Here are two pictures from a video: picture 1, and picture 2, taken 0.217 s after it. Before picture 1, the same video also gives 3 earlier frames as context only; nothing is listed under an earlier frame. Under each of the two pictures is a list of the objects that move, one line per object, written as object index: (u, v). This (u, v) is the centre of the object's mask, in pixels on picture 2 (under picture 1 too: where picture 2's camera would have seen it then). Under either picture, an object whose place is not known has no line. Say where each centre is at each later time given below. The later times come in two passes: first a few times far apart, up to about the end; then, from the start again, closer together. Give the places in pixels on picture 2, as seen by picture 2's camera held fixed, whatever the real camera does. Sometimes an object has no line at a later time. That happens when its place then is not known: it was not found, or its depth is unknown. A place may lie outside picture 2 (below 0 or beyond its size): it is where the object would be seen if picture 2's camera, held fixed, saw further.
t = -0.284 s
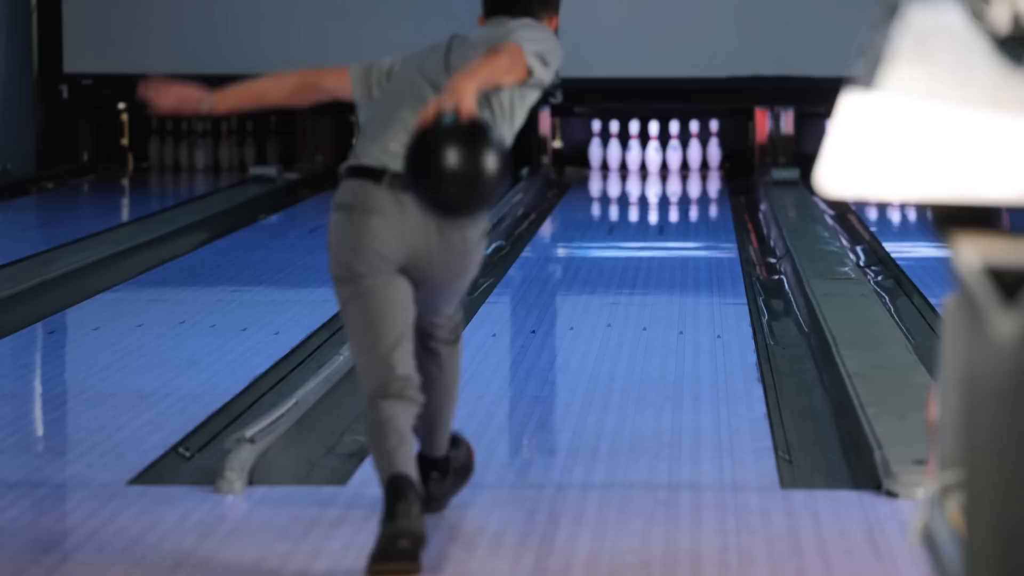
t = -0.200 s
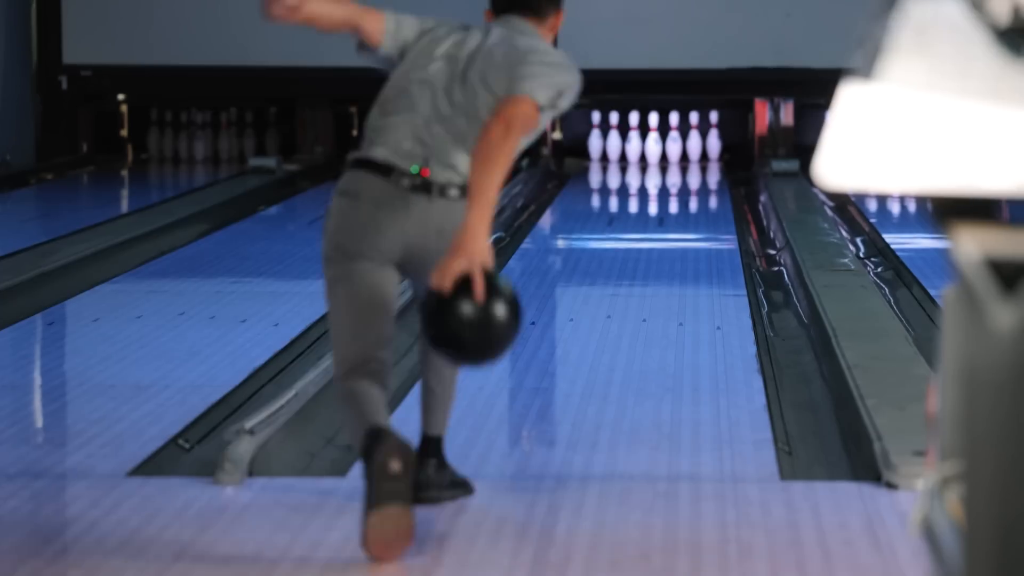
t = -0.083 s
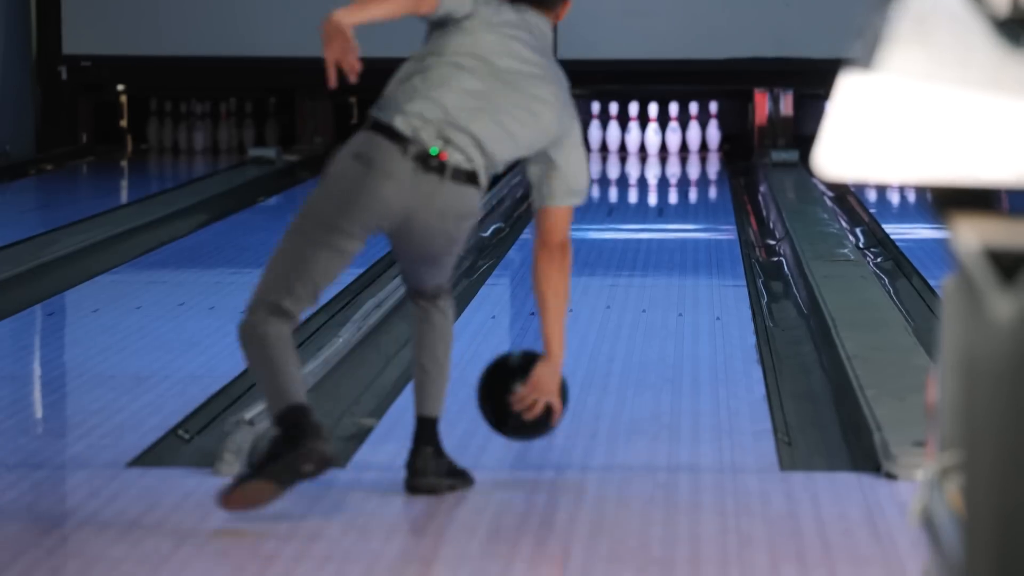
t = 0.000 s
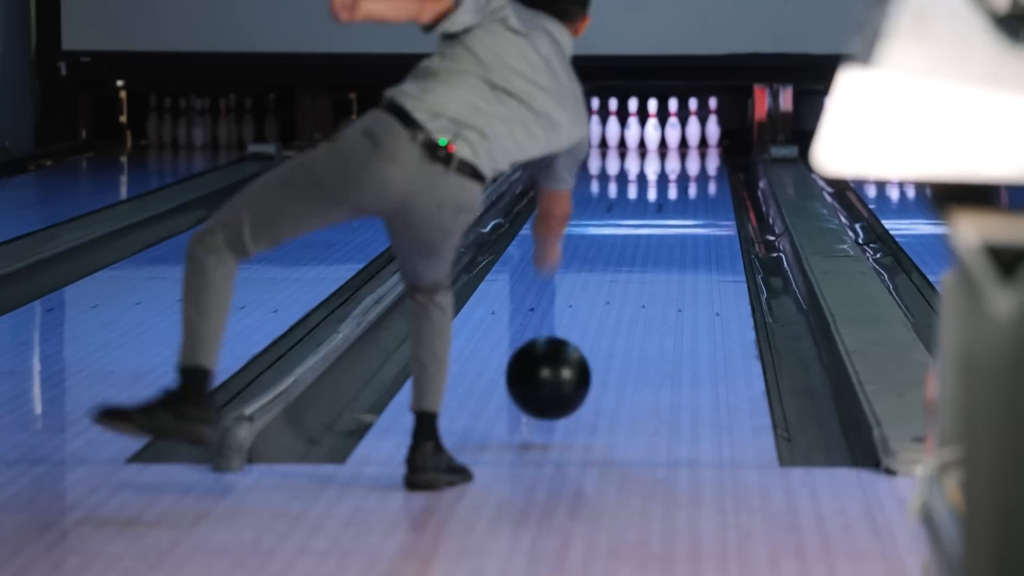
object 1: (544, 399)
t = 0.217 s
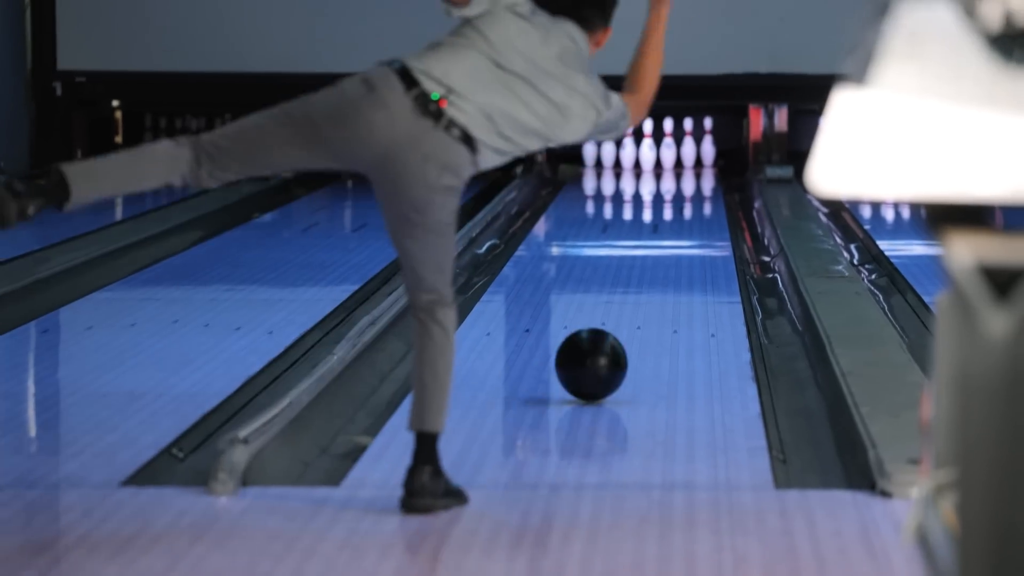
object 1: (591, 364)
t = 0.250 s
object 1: (597, 357)
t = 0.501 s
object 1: (629, 315)
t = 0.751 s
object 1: (656, 273)
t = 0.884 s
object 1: (667, 256)
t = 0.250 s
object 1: (597, 357)
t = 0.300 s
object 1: (605, 346)
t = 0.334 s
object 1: (610, 340)
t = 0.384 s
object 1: (618, 330)
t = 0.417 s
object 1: (622, 324)
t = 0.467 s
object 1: (628, 315)
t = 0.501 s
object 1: (629, 315)
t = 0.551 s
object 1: (638, 301)
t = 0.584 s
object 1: (641, 296)
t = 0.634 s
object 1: (646, 289)
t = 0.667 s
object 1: (649, 284)
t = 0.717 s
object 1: (654, 277)
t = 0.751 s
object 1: (656, 273)
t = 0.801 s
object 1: (661, 266)
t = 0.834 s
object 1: (663, 262)
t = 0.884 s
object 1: (667, 256)
